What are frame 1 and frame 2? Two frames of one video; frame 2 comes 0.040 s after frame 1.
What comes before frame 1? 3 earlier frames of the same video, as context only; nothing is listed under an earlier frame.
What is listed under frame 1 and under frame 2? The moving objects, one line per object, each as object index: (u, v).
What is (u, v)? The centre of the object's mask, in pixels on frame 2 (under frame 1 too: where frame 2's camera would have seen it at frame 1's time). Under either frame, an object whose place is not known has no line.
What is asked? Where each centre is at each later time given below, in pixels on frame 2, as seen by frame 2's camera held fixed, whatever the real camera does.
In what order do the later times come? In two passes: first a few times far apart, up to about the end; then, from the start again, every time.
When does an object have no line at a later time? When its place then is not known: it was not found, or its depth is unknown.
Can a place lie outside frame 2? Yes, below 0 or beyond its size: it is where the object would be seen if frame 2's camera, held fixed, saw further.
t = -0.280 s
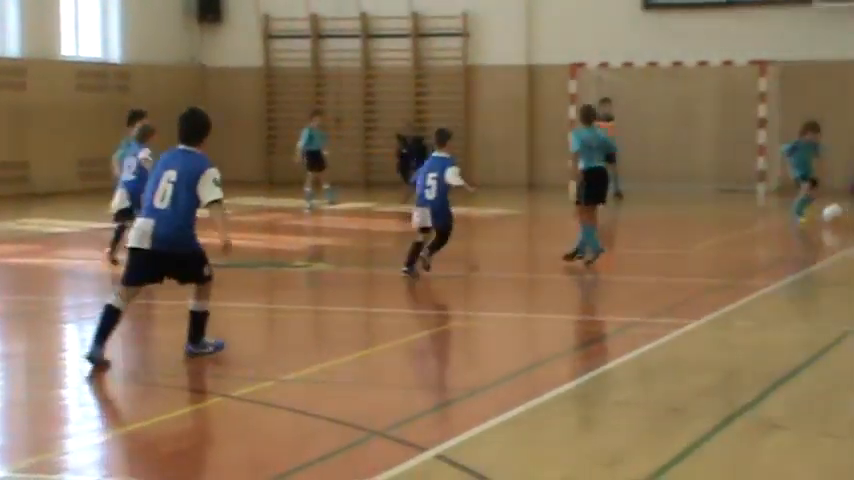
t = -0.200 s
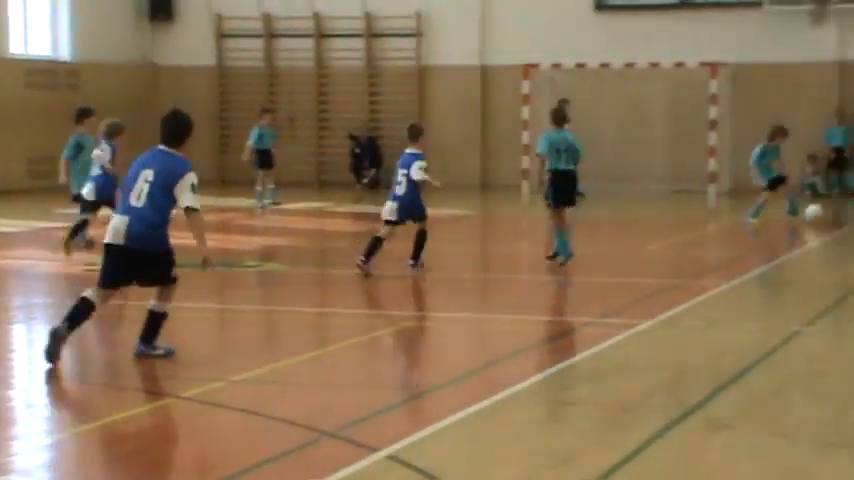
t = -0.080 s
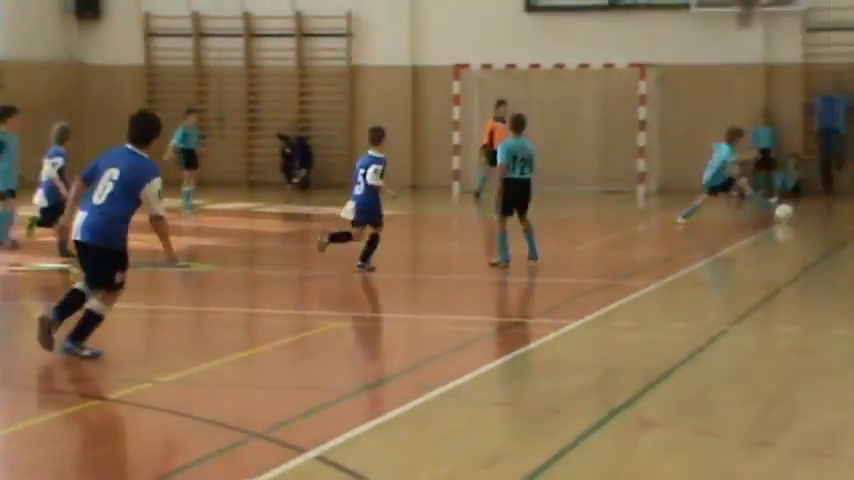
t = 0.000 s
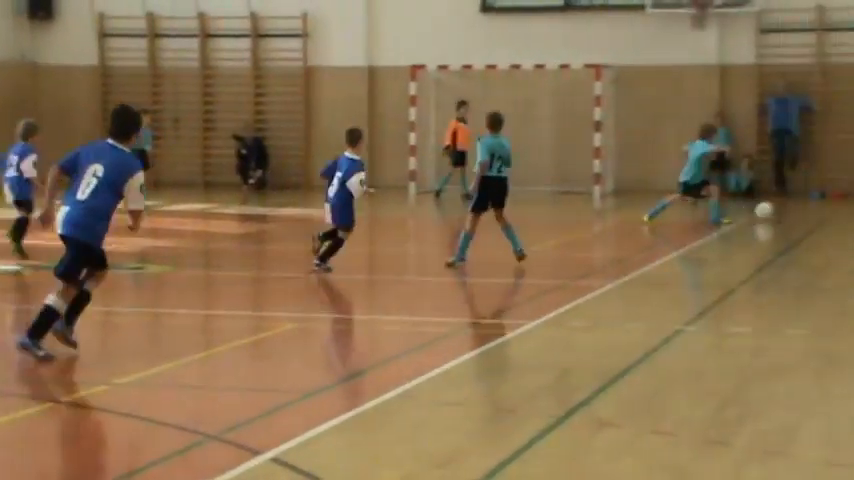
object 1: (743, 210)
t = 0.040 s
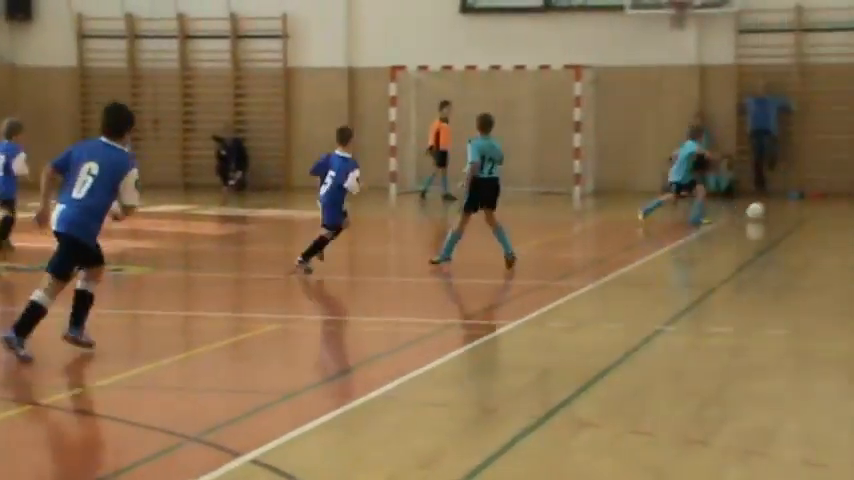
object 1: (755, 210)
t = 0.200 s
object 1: (798, 209)
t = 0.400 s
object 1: (850, 208)
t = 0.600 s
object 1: (896, 204)
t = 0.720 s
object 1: (924, 204)
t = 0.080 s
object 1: (767, 210)
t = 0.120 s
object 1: (777, 210)
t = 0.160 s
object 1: (788, 209)
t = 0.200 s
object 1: (798, 209)
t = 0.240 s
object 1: (809, 209)
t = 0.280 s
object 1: (819, 209)
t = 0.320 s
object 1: (828, 208)
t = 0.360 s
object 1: (839, 208)
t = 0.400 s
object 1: (850, 208)
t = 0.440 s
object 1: (859, 206)
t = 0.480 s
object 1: (868, 206)
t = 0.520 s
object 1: (878, 206)
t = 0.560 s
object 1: (887, 206)
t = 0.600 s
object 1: (896, 204)
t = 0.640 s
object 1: (906, 202)
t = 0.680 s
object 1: (915, 203)
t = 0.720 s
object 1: (924, 204)
